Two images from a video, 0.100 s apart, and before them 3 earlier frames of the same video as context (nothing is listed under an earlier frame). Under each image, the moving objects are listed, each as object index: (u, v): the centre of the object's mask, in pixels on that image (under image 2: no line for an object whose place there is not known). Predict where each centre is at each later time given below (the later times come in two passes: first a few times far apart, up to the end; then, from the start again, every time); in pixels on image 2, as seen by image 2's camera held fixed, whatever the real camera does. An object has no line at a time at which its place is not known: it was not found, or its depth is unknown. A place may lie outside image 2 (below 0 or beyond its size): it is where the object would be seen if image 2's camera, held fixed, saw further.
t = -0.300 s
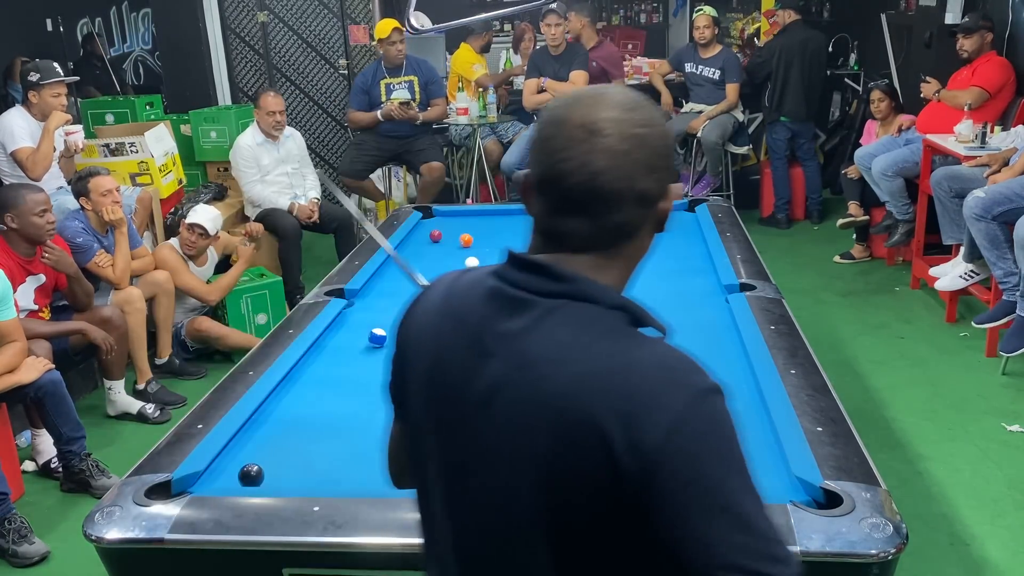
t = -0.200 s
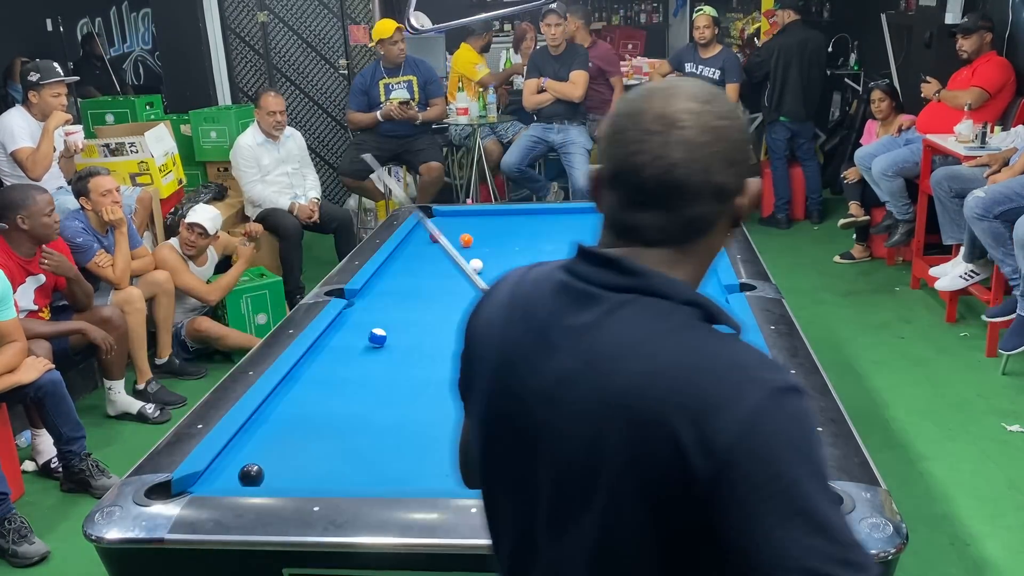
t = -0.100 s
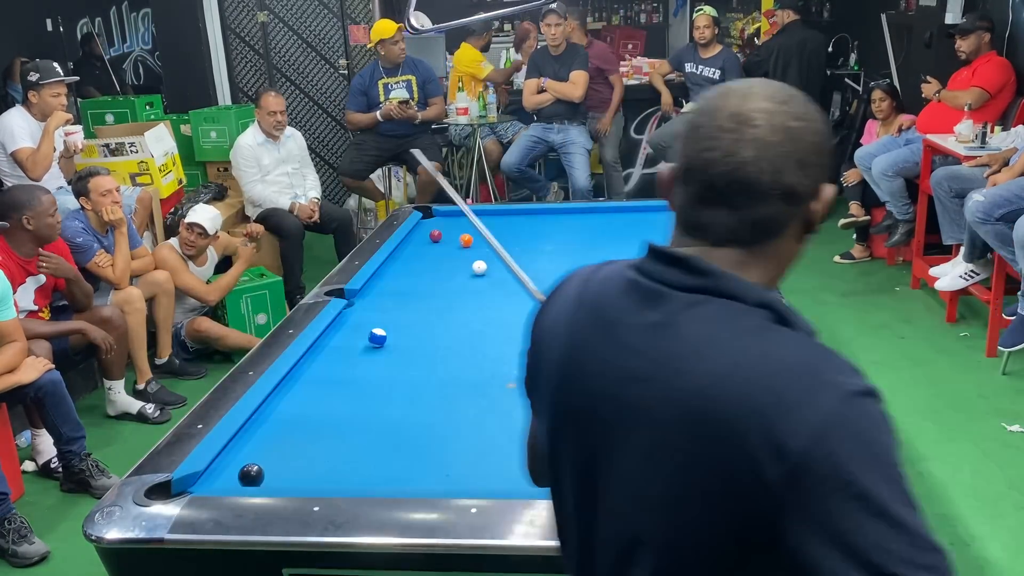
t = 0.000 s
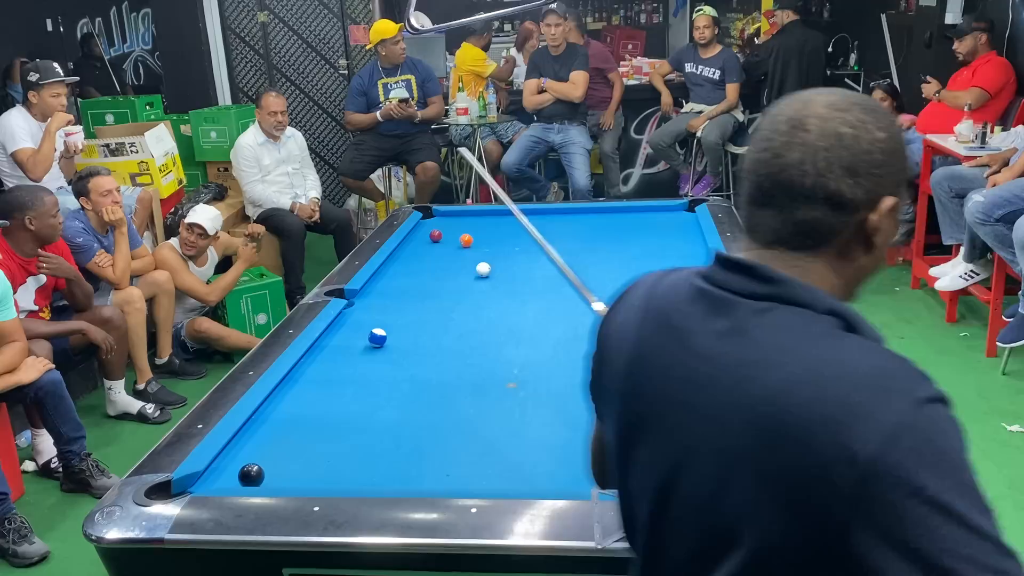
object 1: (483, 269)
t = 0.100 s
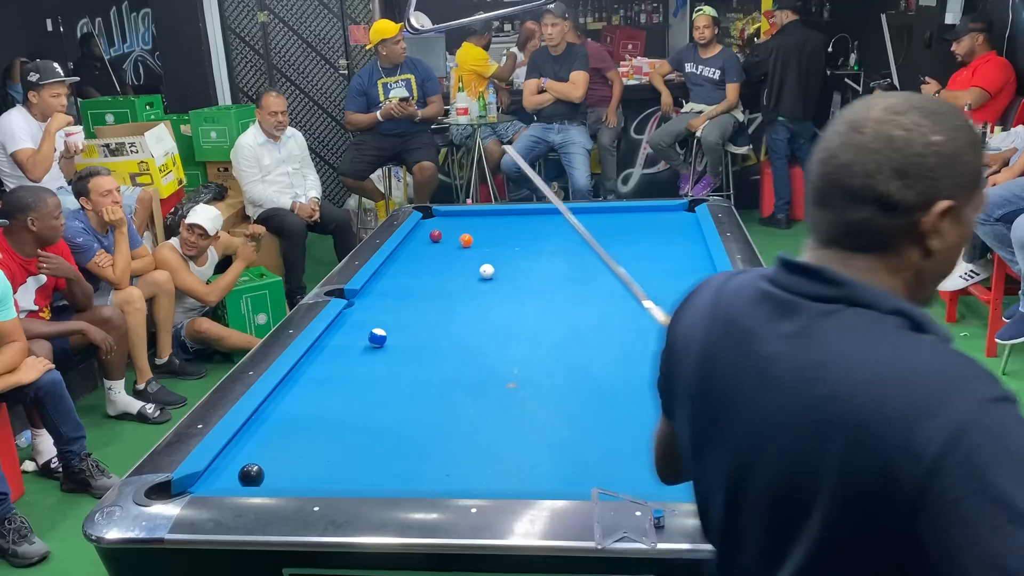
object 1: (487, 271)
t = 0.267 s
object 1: (493, 274)
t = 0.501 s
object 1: (501, 278)
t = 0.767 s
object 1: (510, 282)
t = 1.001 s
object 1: (517, 286)
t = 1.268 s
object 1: (524, 289)
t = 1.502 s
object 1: (531, 292)
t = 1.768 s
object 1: (537, 295)
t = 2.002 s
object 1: (542, 297)
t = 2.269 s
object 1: (547, 299)
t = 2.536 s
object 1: (550, 300)
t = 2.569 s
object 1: (550, 300)
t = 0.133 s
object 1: (488, 272)
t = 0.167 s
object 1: (489, 272)
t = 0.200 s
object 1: (490, 273)
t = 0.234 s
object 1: (492, 273)
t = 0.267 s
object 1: (493, 274)
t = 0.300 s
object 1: (494, 275)
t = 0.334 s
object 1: (495, 275)
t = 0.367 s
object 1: (496, 276)
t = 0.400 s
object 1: (497, 276)
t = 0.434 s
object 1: (499, 277)
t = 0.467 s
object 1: (500, 277)
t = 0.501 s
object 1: (501, 278)
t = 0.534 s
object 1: (502, 279)
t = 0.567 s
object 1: (503, 279)
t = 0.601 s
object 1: (504, 280)
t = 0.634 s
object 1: (505, 280)
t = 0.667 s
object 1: (506, 281)
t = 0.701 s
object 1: (508, 281)
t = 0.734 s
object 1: (509, 282)
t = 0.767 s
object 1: (510, 282)
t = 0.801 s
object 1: (511, 283)
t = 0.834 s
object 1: (512, 283)
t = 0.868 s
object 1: (513, 284)
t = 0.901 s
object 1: (514, 284)
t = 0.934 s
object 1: (515, 285)
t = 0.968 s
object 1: (516, 285)
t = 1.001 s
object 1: (517, 286)
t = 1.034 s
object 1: (518, 286)
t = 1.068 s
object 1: (519, 287)
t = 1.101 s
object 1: (520, 287)
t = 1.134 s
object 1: (521, 287)
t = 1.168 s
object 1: (522, 288)
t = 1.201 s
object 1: (523, 288)
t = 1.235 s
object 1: (524, 289)
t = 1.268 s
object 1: (524, 289)
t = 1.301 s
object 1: (525, 290)
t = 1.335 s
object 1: (526, 290)
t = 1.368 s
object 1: (527, 290)
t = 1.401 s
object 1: (528, 291)
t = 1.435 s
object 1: (529, 291)
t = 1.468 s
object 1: (530, 292)
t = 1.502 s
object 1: (531, 292)
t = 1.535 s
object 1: (532, 292)
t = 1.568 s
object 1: (532, 293)
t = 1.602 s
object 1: (533, 293)
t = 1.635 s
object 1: (534, 293)
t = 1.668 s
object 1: (535, 294)
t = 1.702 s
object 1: (536, 294)
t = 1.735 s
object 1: (537, 294)
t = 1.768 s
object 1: (537, 295)
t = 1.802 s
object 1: (538, 295)
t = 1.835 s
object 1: (539, 295)
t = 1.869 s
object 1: (539, 296)
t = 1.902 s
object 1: (540, 296)
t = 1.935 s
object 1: (541, 296)
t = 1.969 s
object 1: (541, 296)
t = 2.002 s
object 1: (542, 297)
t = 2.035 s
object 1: (543, 297)
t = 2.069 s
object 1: (543, 297)
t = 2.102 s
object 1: (544, 297)
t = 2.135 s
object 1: (545, 298)
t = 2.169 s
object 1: (545, 298)
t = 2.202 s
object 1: (546, 298)
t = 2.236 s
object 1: (546, 298)
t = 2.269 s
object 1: (547, 299)
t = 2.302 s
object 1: (547, 299)
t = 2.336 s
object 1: (548, 299)
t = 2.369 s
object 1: (548, 299)
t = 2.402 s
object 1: (549, 299)
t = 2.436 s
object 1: (549, 300)
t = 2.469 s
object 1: (549, 300)
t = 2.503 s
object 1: (550, 300)
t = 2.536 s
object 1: (550, 300)
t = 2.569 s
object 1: (550, 300)
